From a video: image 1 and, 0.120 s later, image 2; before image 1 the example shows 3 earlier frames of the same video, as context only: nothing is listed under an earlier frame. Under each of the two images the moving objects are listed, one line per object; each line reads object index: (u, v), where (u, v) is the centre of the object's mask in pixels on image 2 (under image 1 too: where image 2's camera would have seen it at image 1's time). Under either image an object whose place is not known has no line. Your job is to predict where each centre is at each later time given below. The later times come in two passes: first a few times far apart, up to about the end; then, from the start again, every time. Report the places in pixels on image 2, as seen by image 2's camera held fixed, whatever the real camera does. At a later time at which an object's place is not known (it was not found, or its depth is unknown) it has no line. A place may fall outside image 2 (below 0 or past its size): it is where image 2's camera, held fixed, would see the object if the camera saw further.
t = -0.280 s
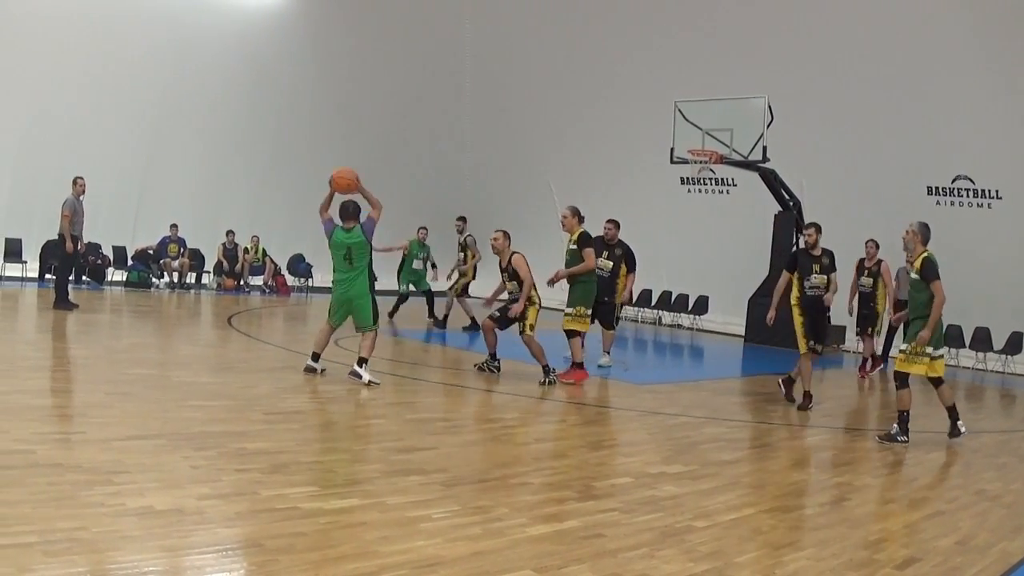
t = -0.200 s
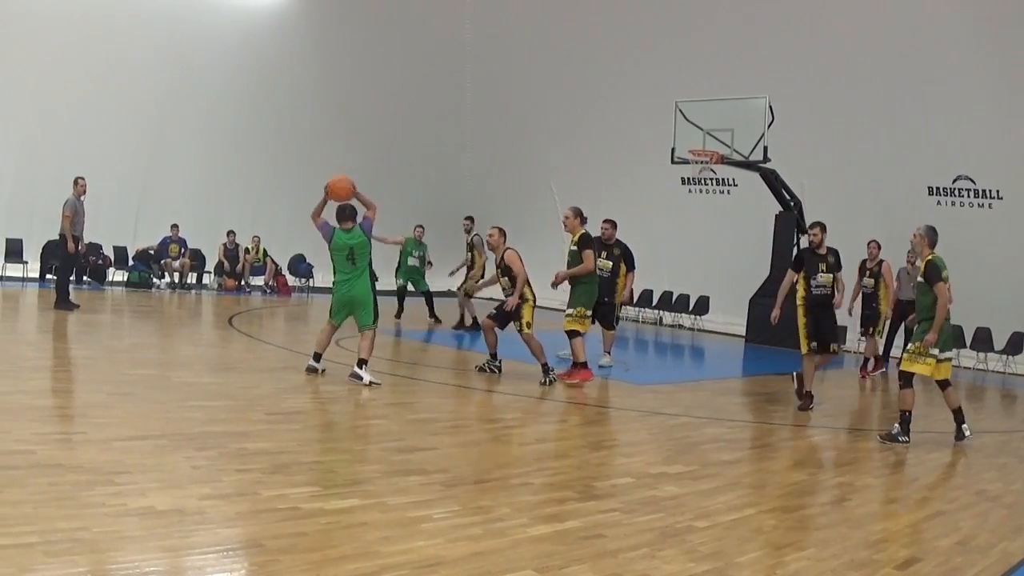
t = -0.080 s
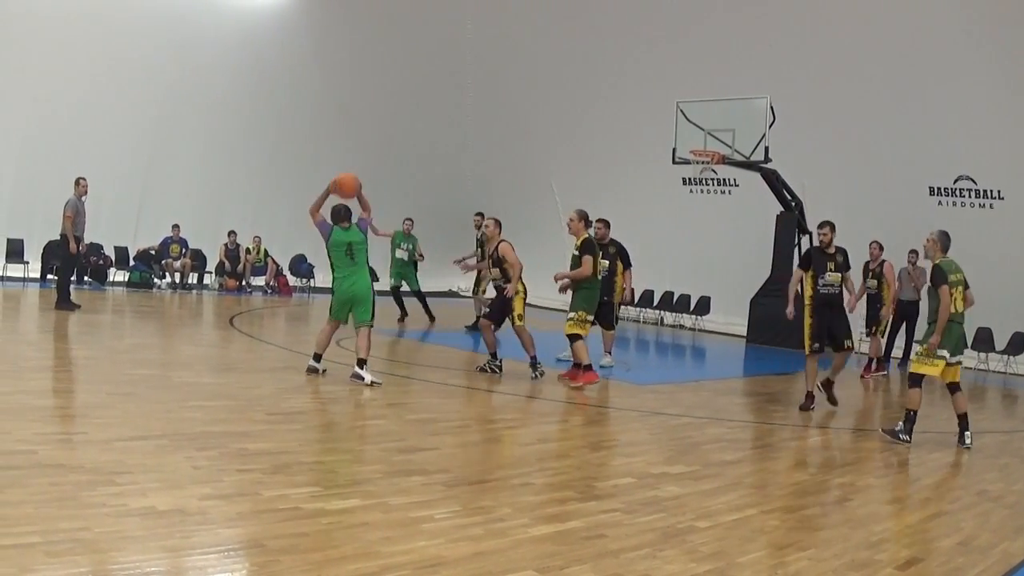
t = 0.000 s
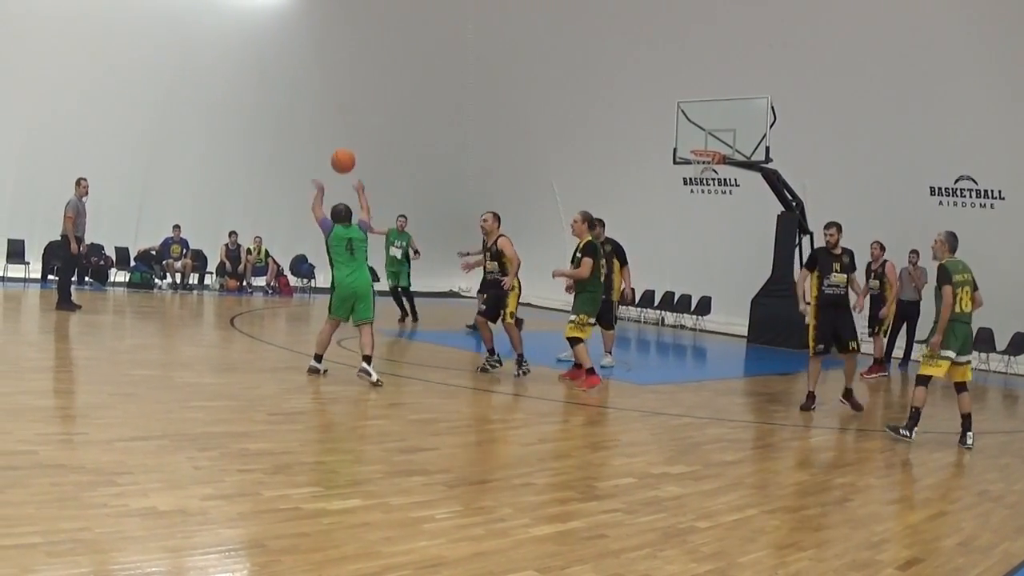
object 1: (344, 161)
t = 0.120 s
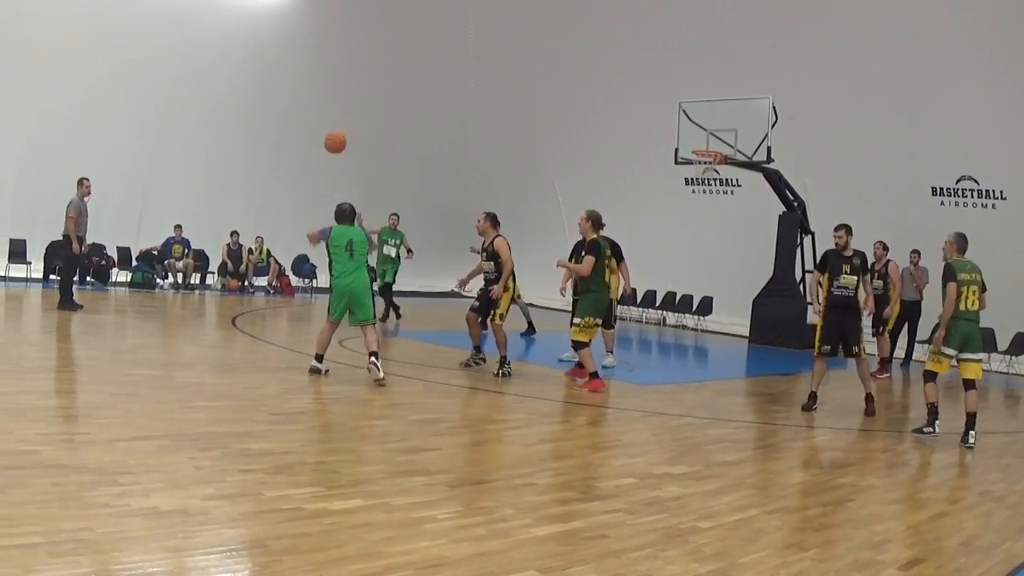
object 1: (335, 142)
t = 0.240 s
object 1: (326, 138)
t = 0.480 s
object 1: (308, 165)
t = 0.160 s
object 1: (332, 139)
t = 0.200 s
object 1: (329, 138)
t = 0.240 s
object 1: (326, 138)
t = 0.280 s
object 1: (323, 140)
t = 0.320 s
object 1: (320, 143)
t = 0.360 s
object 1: (317, 147)
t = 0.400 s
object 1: (314, 152)
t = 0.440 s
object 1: (311, 158)
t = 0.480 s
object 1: (308, 165)
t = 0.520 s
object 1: (306, 172)
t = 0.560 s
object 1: (303, 180)
